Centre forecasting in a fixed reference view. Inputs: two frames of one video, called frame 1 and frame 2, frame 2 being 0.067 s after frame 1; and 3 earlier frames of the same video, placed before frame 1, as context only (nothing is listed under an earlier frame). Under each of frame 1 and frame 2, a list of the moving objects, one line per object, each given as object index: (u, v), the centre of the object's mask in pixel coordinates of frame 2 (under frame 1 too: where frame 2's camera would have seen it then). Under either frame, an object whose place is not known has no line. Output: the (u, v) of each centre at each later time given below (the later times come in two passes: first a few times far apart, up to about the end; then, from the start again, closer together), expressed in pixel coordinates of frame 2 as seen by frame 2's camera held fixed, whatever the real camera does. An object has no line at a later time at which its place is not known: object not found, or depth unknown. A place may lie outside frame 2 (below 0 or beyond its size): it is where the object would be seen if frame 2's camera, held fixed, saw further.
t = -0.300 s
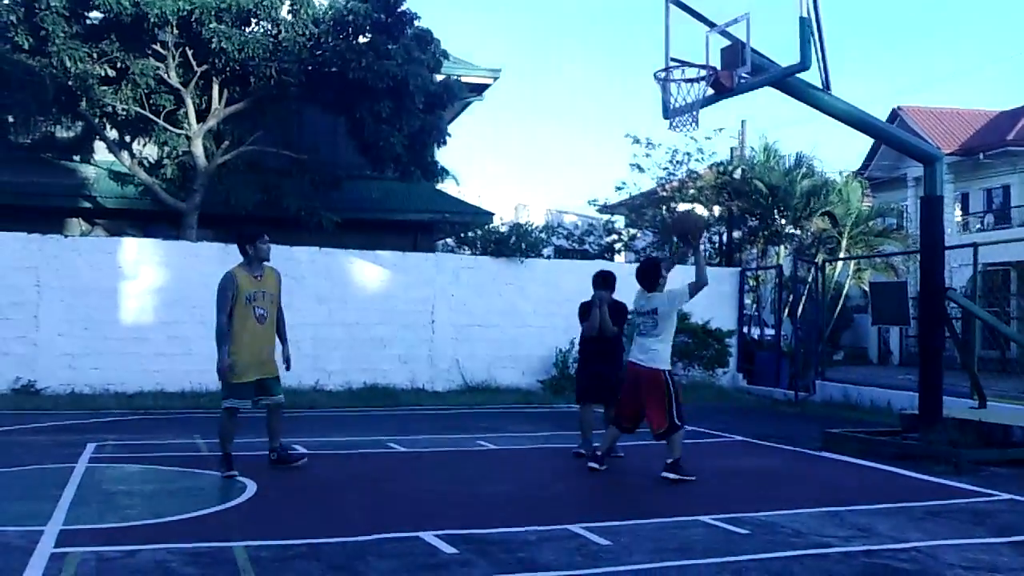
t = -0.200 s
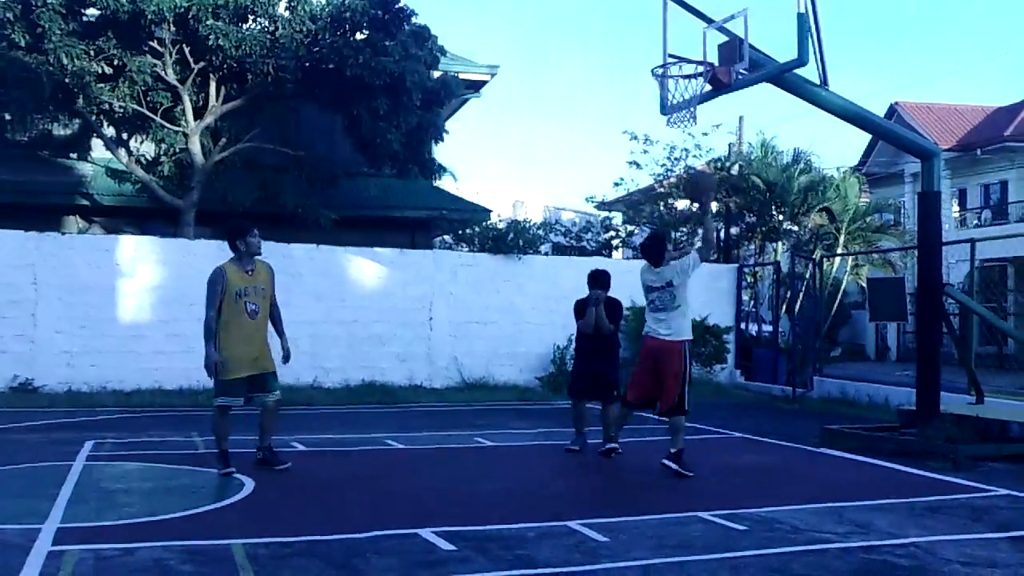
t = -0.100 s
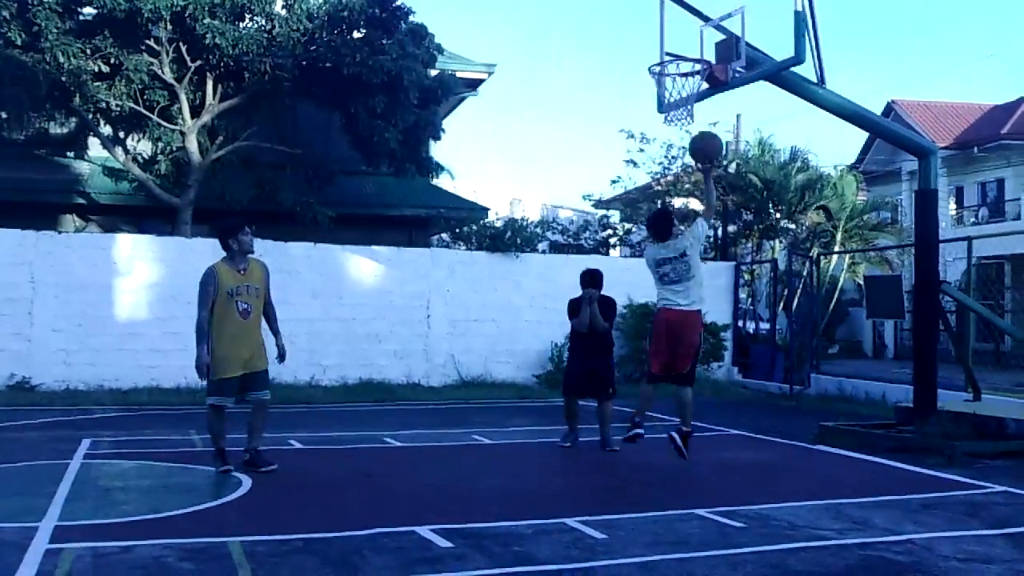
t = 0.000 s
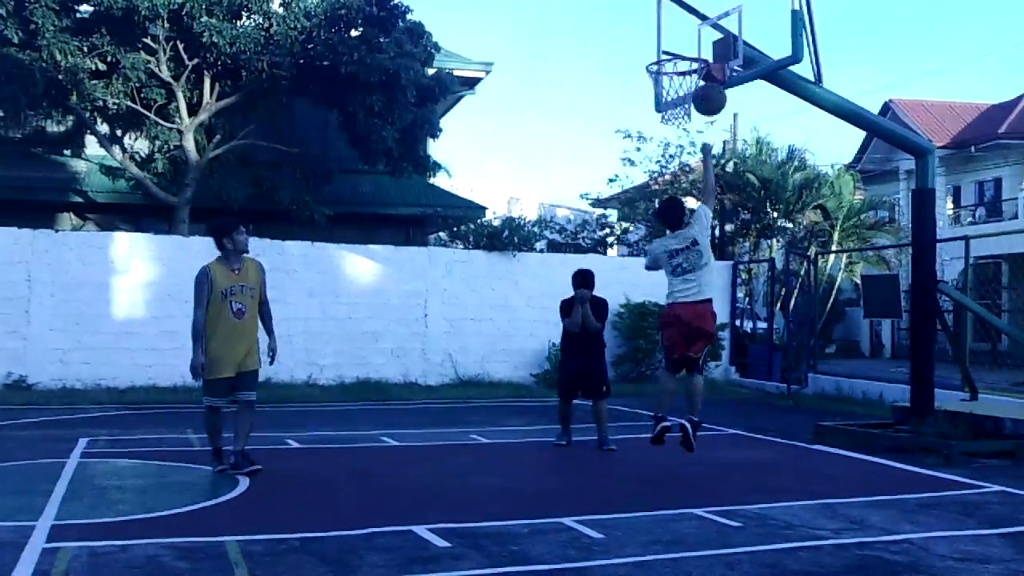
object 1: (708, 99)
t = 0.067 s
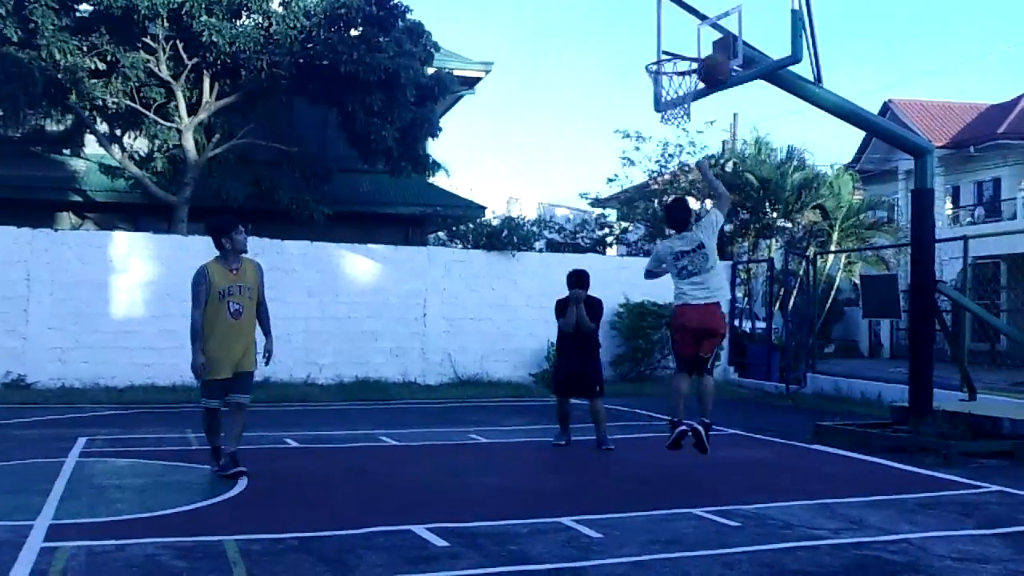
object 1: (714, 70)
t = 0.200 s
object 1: (723, 30)
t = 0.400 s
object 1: (701, 27)
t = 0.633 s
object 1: (659, 86)
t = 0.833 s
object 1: (668, 111)
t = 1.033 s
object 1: (684, 125)
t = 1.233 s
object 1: (692, 177)
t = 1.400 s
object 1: (697, 257)
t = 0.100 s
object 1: (718, 54)
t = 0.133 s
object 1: (718, 47)
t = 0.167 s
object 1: (720, 38)
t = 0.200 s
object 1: (723, 30)
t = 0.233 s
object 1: (725, 25)
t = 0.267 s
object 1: (727, 21)
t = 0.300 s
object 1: (720, 20)
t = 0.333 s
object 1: (714, 21)
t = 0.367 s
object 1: (708, 23)
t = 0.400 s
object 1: (701, 27)
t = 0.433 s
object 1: (695, 31)
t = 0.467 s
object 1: (689, 38)
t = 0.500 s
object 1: (682, 45)
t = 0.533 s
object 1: (675, 56)
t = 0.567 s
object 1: (669, 66)
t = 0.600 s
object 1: (662, 77)
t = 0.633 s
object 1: (659, 86)
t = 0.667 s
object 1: (658, 92)
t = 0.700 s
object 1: (658, 97)
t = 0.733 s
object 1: (660, 101)
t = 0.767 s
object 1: (661, 105)
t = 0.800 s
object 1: (664, 108)
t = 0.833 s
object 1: (668, 111)
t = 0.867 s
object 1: (673, 118)
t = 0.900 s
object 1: (677, 120)
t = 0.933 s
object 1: (680, 122)
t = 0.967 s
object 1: (683, 123)
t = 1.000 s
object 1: (683, 122)
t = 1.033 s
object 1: (684, 125)
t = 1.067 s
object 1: (685, 131)
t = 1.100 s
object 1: (686, 137)
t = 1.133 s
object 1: (688, 144)
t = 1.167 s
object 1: (689, 153)
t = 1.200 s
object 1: (690, 164)
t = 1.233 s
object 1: (692, 177)
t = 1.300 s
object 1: (695, 204)
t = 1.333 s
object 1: (695, 220)
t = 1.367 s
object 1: (697, 238)
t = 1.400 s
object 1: (697, 257)
